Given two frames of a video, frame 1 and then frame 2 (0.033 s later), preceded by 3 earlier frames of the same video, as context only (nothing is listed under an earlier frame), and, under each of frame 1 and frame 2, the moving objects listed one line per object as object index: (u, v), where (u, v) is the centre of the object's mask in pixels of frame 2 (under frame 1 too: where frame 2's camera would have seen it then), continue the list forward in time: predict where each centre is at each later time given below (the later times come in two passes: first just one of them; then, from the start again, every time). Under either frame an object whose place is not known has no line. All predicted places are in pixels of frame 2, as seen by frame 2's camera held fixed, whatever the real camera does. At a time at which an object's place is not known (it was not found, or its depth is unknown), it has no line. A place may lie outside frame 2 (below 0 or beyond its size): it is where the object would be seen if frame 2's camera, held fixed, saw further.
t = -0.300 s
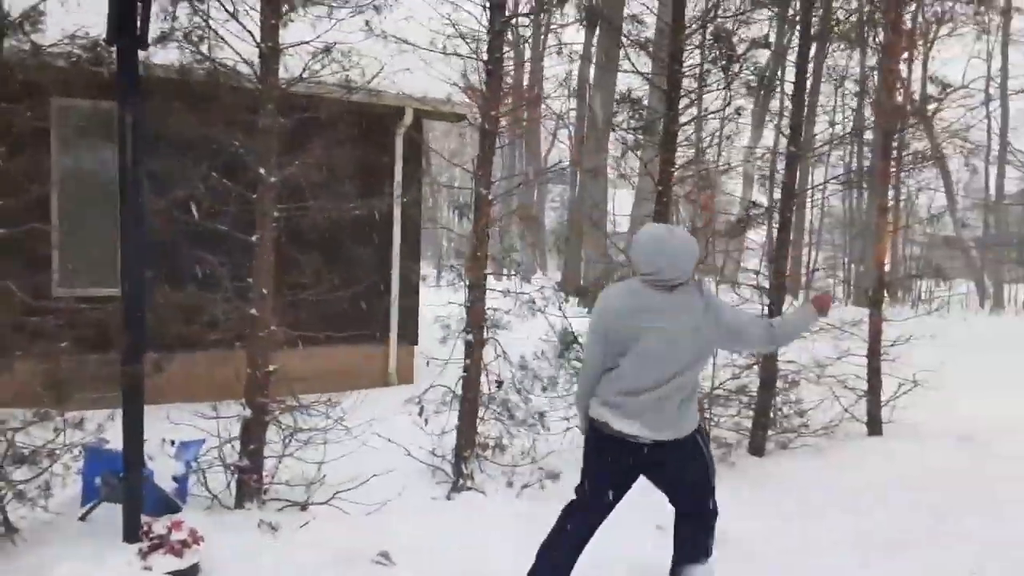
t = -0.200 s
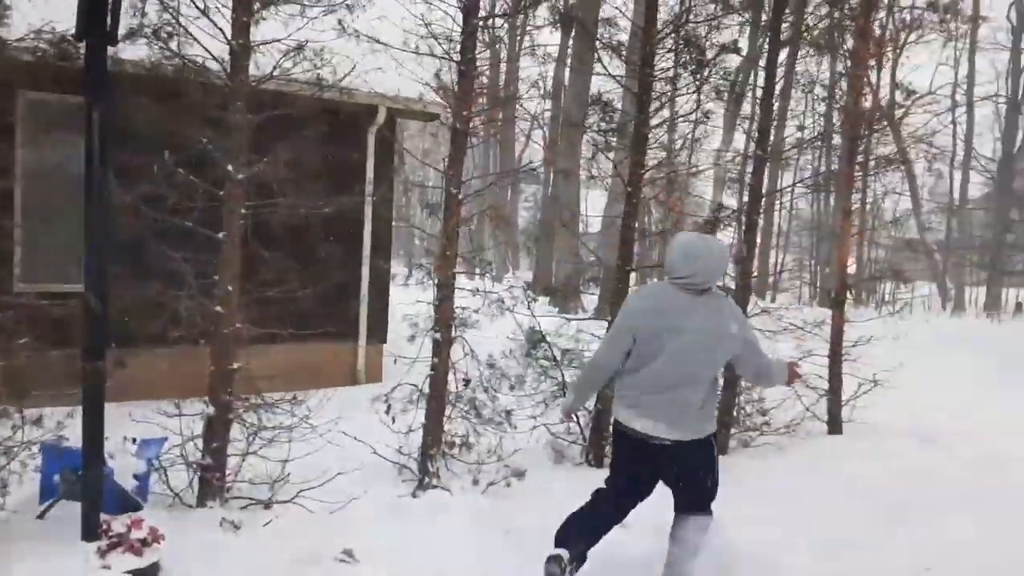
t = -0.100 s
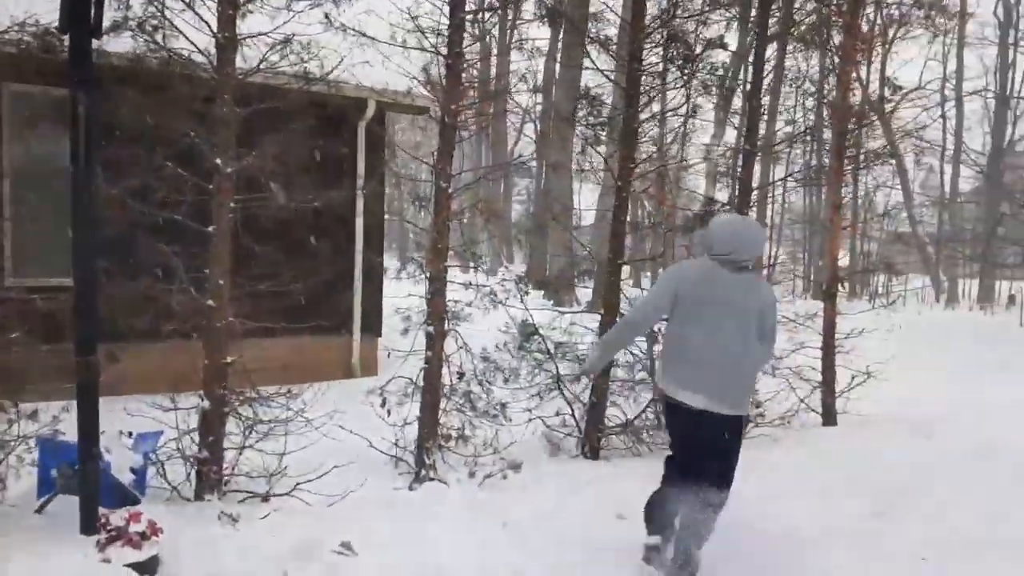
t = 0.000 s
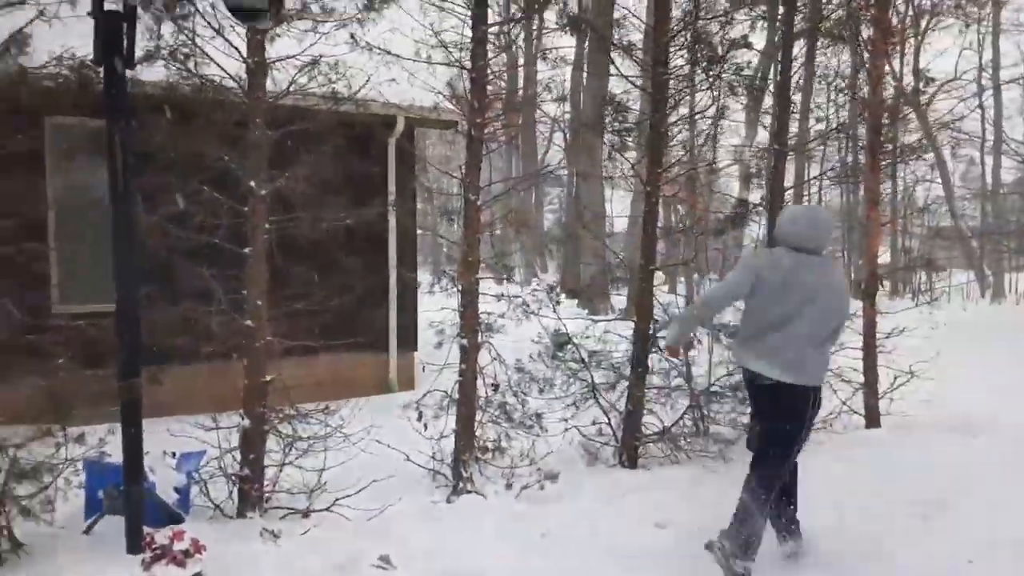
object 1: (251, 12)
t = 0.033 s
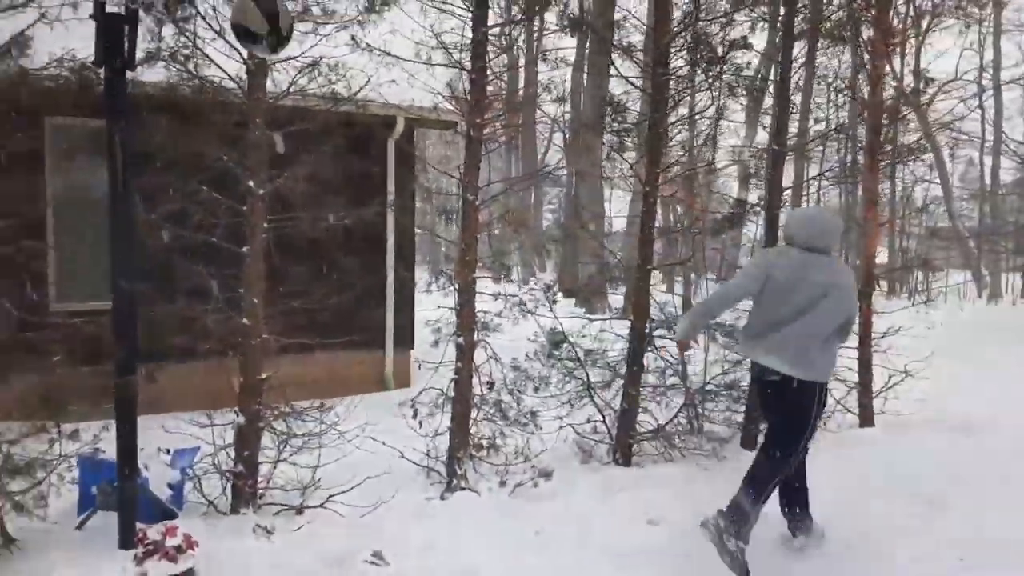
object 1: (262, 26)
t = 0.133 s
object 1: (279, 120)
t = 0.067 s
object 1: (268, 53)
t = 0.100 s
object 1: (271, 86)
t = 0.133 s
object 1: (279, 120)
